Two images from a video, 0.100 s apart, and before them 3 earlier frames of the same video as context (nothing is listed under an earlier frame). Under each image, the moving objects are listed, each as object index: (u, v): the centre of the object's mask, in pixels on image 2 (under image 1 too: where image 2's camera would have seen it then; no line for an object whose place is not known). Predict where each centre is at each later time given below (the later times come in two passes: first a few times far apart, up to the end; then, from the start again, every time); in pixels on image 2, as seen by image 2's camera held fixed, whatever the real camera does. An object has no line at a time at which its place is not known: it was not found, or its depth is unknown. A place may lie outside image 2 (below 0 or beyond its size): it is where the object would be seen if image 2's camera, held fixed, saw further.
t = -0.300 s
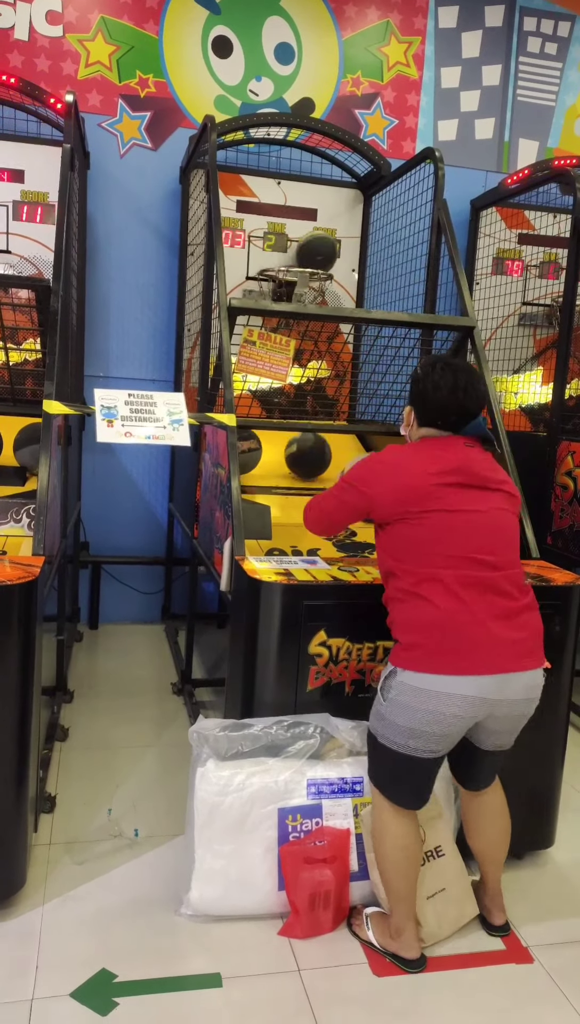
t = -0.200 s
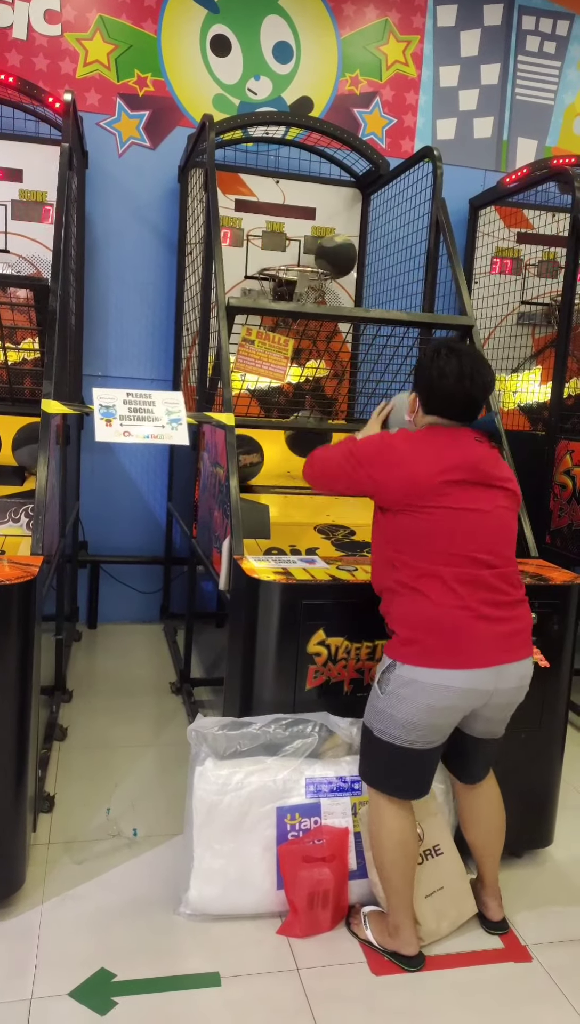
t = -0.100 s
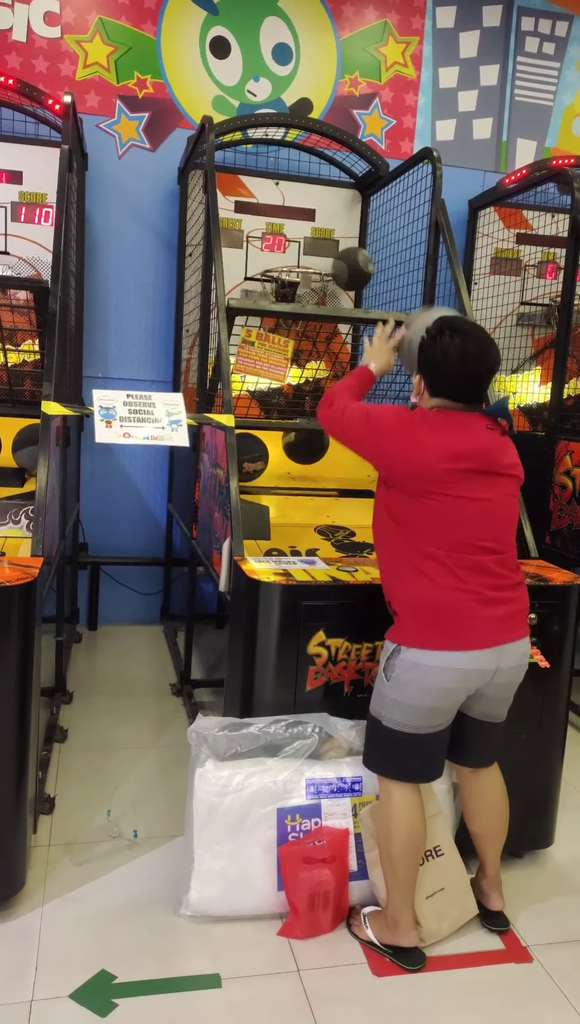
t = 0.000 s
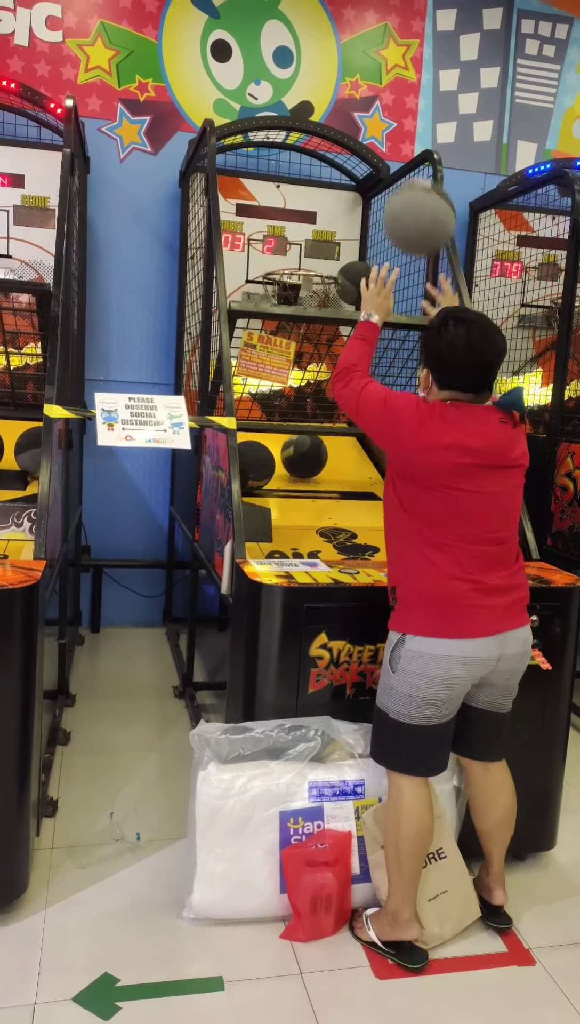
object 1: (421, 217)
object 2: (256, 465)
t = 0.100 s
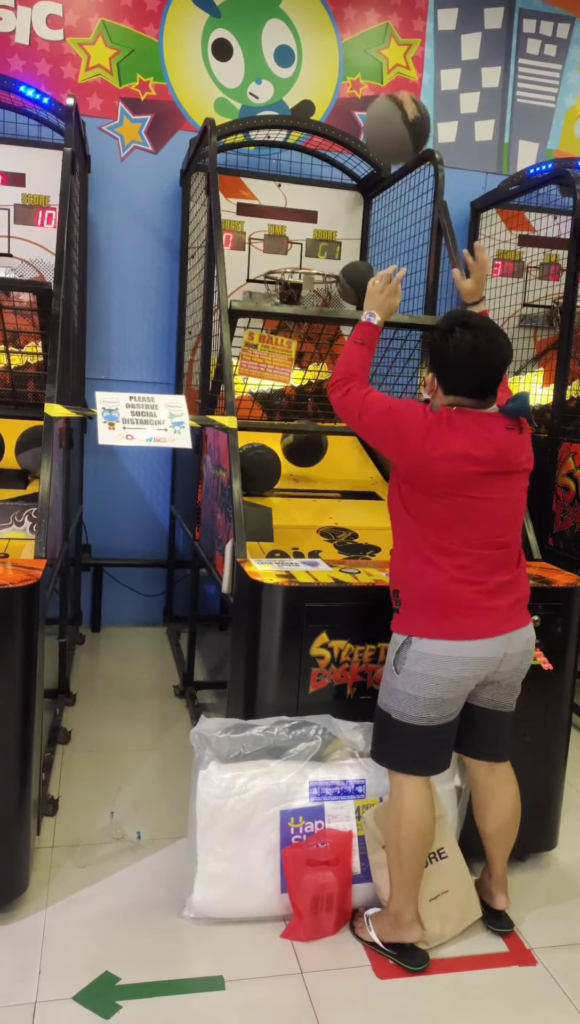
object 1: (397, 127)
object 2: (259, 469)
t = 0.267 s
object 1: (358, 72)
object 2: (264, 474)
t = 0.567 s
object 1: (294, 160)
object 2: (280, 487)
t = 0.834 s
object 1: (267, 220)
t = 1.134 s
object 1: (272, 231)
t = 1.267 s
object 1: (267, 235)
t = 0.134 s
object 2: (260, 470)
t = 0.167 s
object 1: (382, 94)
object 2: (261, 471)
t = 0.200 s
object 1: (374, 83)
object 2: (262, 472)
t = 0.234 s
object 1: (365, 75)
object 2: (262, 473)
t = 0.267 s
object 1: (358, 72)
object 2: (264, 474)
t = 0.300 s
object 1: (350, 72)
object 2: (265, 476)
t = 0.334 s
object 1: (342, 75)
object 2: (267, 477)
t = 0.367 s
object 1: (334, 80)
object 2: (268, 479)
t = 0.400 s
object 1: (328, 87)
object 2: (270, 480)
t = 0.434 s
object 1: (321, 98)
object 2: (272, 481)
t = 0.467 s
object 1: (314, 109)
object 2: (274, 482)
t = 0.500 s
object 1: (308, 124)
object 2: (276, 484)
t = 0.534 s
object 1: (300, 141)
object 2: (278, 486)
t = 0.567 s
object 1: (294, 160)
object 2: (280, 487)
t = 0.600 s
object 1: (288, 180)
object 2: (282, 488)
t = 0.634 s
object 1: (282, 201)
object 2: (285, 490)
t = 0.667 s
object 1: (276, 226)
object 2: (287, 493)
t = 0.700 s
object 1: (270, 249)
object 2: (290, 496)
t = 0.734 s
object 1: (267, 255)
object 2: (292, 499)
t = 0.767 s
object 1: (266, 241)
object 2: (295, 502)
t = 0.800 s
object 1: (266, 229)
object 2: (297, 504)
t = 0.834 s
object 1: (267, 220)
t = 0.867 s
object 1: (268, 212)
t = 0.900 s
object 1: (269, 207)
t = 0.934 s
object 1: (270, 203)
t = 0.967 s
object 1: (271, 202)
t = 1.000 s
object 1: (272, 203)
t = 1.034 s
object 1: (272, 206)
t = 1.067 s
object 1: (272, 211)
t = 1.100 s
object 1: (272, 220)
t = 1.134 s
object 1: (272, 231)
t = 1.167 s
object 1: (272, 243)
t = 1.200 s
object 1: (271, 248)
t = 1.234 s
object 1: (269, 240)
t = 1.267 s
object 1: (267, 235)
